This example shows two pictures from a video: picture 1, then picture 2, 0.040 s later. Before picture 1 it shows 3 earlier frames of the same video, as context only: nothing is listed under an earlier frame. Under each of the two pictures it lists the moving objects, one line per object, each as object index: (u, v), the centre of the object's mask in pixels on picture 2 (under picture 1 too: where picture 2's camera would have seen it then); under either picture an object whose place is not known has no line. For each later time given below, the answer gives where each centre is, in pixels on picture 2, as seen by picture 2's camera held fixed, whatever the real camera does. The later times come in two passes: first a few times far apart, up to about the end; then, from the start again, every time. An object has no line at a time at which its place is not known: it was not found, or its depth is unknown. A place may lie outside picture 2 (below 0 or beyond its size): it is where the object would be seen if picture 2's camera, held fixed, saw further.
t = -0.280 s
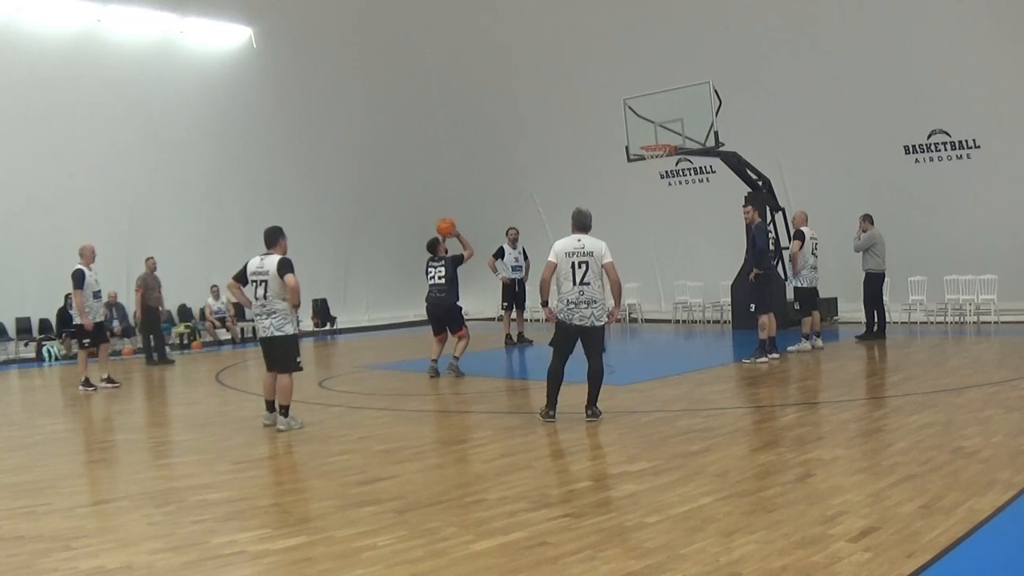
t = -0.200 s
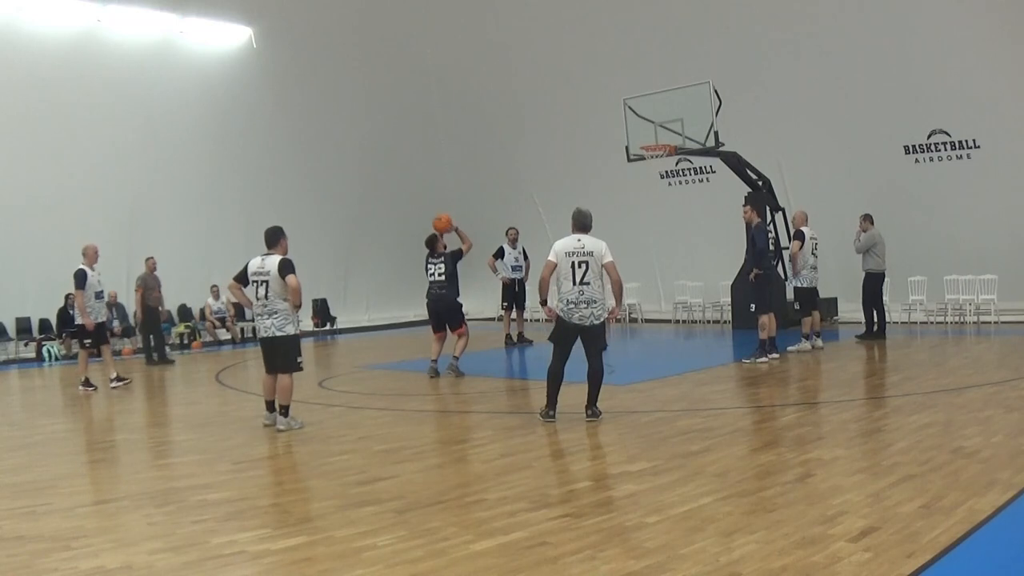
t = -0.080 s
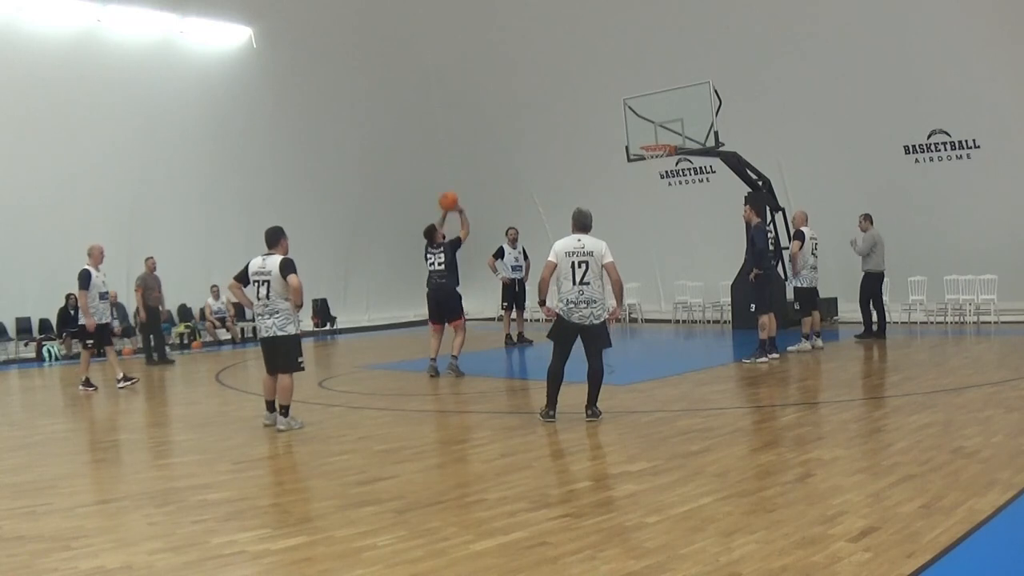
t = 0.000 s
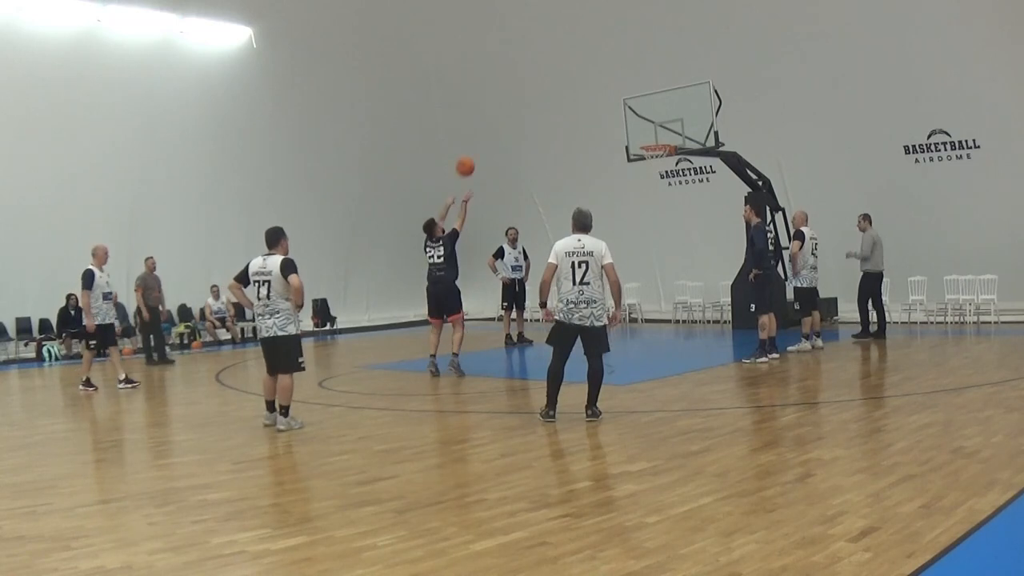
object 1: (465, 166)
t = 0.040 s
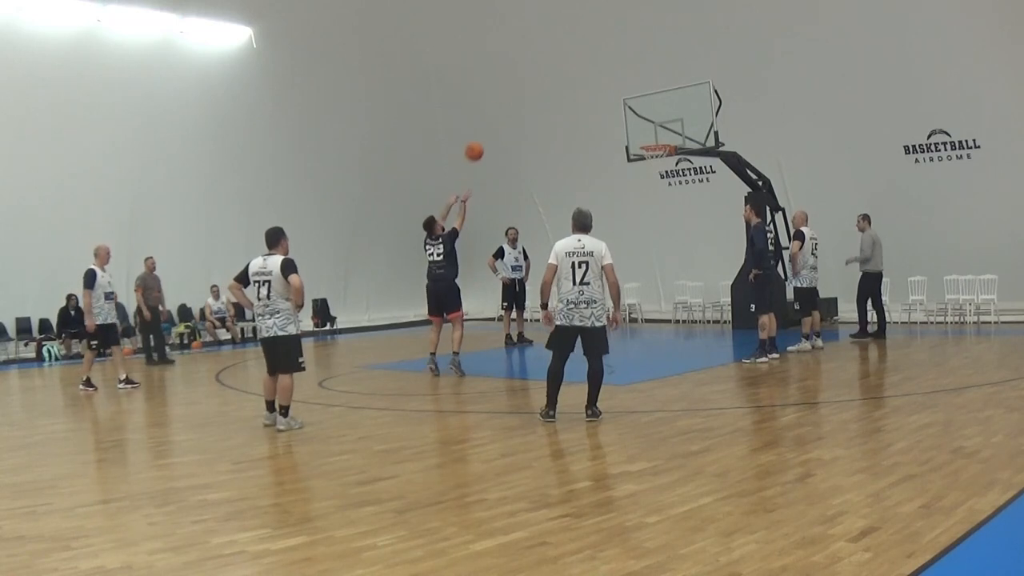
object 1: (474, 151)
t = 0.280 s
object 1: (525, 89)
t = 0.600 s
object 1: (586, 79)
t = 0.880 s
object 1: (636, 124)
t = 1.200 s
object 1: (659, 117)
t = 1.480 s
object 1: (676, 140)
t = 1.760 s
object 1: (676, 141)
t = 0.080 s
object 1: (483, 137)
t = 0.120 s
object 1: (492, 125)
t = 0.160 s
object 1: (500, 114)
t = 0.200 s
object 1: (508, 104)
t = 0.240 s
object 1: (517, 96)
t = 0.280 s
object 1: (525, 89)
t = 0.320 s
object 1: (533, 84)
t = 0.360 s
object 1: (541, 80)
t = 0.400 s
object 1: (548, 77)
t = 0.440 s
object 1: (556, 75)
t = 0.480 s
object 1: (564, 74)
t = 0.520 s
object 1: (571, 75)
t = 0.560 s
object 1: (578, 76)
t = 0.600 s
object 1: (586, 79)
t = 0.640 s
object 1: (593, 82)
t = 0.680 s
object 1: (601, 87)
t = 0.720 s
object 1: (608, 92)
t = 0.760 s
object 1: (615, 98)
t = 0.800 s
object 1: (621, 106)
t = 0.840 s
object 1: (629, 115)
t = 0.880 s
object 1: (636, 124)
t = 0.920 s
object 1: (643, 133)
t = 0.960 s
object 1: (647, 135)
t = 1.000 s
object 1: (649, 130)
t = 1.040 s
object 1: (651, 126)
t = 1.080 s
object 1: (653, 122)
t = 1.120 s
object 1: (655, 119)
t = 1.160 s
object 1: (657, 118)
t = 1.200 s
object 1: (659, 117)
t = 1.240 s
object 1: (661, 118)
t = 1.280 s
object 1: (664, 119)
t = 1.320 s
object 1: (666, 121)
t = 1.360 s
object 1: (668, 124)
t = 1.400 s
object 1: (671, 129)
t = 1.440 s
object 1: (673, 134)
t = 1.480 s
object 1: (676, 140)
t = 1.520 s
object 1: (676, 141)
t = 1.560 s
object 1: (676, 141)
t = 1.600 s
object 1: (676, 140)
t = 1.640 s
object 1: (676, 141)
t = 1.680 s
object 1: (676, 141)
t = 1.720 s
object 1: (676, 141)
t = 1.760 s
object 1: (676, 141)
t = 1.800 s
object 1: (676, 141)
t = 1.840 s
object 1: (676, 141)
